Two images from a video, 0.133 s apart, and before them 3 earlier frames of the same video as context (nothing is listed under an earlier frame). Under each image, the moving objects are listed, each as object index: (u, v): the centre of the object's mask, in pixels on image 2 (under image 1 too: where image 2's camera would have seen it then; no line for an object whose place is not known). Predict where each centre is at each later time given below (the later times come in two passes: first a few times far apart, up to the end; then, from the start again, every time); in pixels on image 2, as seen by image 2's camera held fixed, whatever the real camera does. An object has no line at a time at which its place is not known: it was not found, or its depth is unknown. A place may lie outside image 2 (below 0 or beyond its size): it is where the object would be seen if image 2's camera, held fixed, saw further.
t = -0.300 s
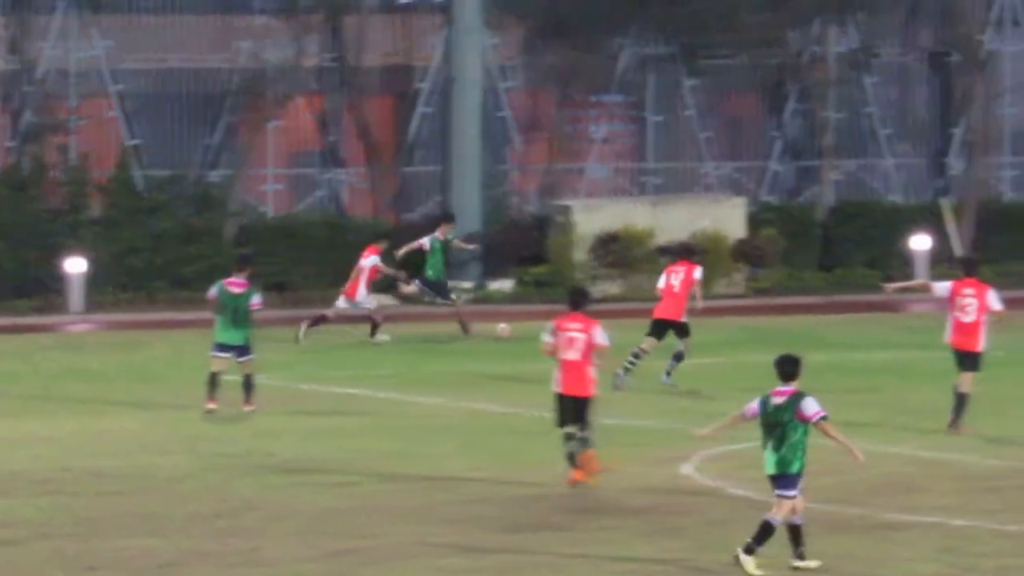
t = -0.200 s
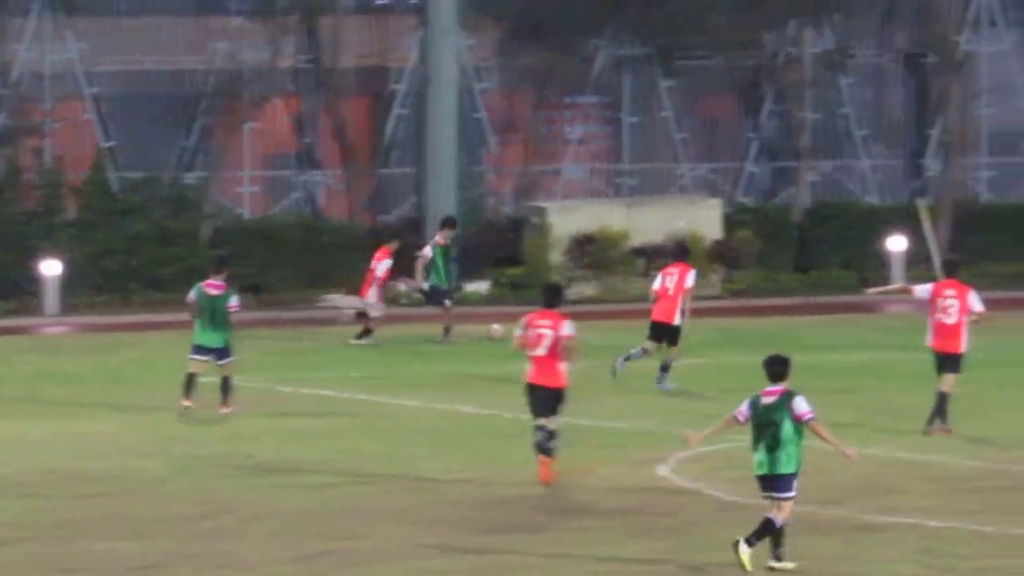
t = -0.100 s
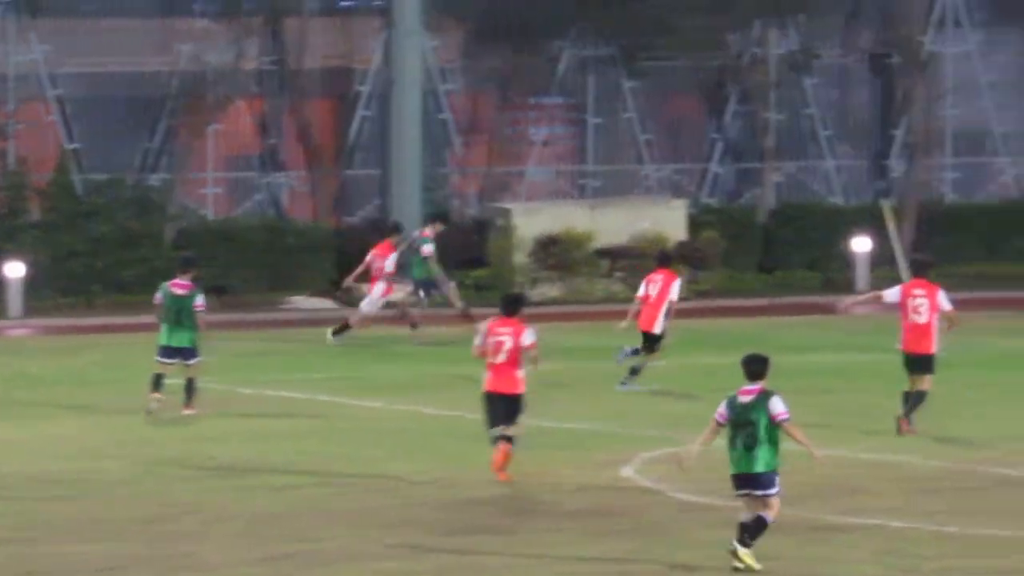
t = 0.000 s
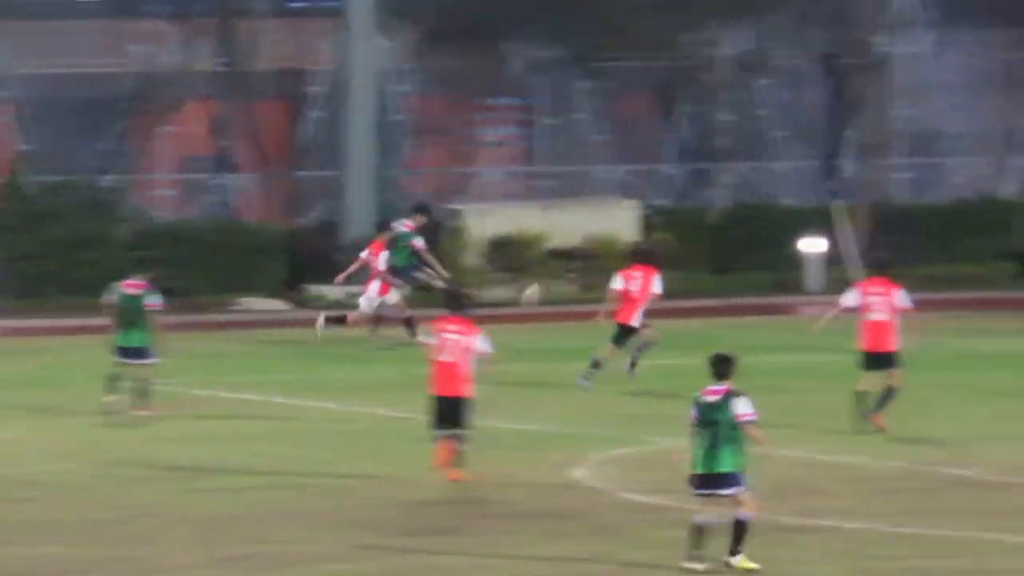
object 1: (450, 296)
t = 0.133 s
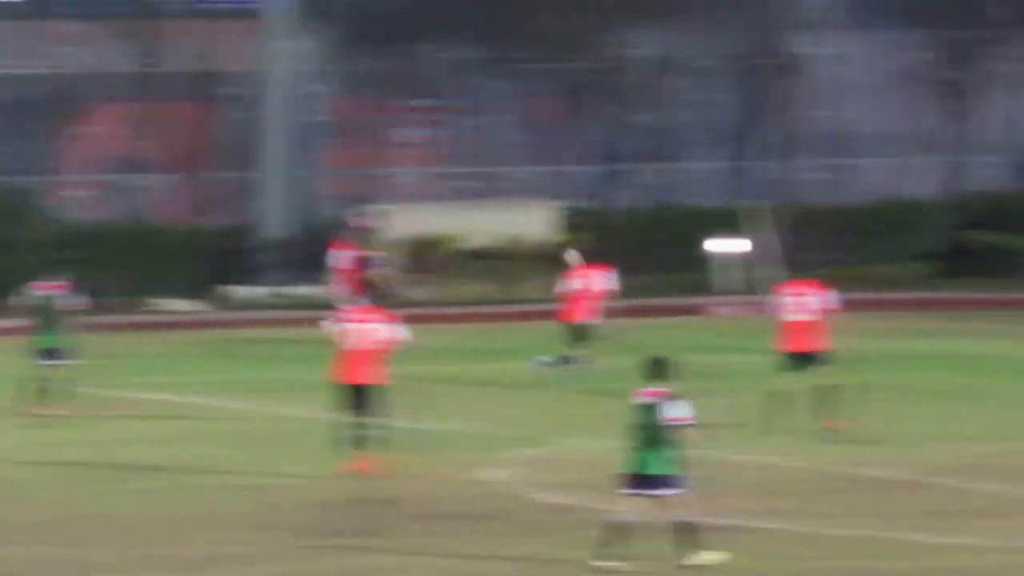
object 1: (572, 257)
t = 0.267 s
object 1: (689, 230)
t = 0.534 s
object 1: (917, 209)
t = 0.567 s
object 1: (943, 209)
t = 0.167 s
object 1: (604, 248)
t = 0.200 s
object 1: (632, 242)
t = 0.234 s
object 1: (660, 236)
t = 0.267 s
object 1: (689, 230)
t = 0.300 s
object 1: (719, 224)
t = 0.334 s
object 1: (748, 219)
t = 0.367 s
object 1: (778, 216)
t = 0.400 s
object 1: (805, 213)
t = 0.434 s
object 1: (834, 211)
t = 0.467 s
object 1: (861, 210)
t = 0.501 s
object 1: (889, 209)
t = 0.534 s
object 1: (917, 209)
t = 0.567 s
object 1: (943, 209)
